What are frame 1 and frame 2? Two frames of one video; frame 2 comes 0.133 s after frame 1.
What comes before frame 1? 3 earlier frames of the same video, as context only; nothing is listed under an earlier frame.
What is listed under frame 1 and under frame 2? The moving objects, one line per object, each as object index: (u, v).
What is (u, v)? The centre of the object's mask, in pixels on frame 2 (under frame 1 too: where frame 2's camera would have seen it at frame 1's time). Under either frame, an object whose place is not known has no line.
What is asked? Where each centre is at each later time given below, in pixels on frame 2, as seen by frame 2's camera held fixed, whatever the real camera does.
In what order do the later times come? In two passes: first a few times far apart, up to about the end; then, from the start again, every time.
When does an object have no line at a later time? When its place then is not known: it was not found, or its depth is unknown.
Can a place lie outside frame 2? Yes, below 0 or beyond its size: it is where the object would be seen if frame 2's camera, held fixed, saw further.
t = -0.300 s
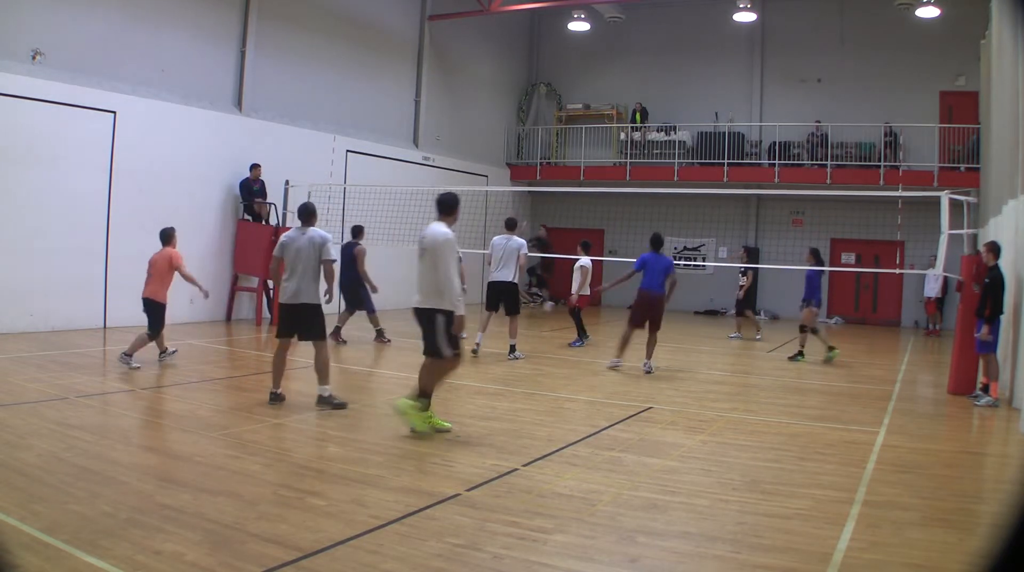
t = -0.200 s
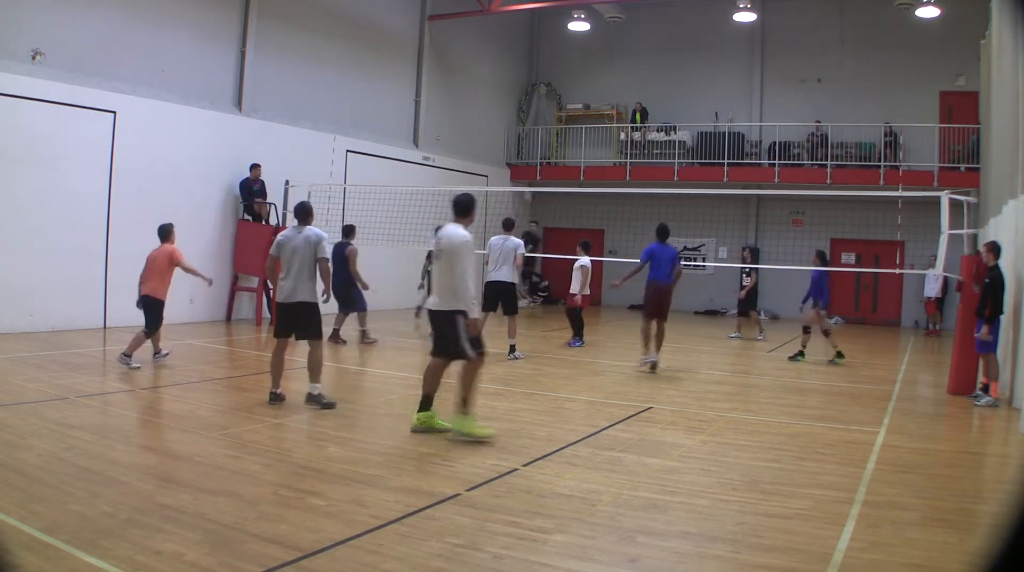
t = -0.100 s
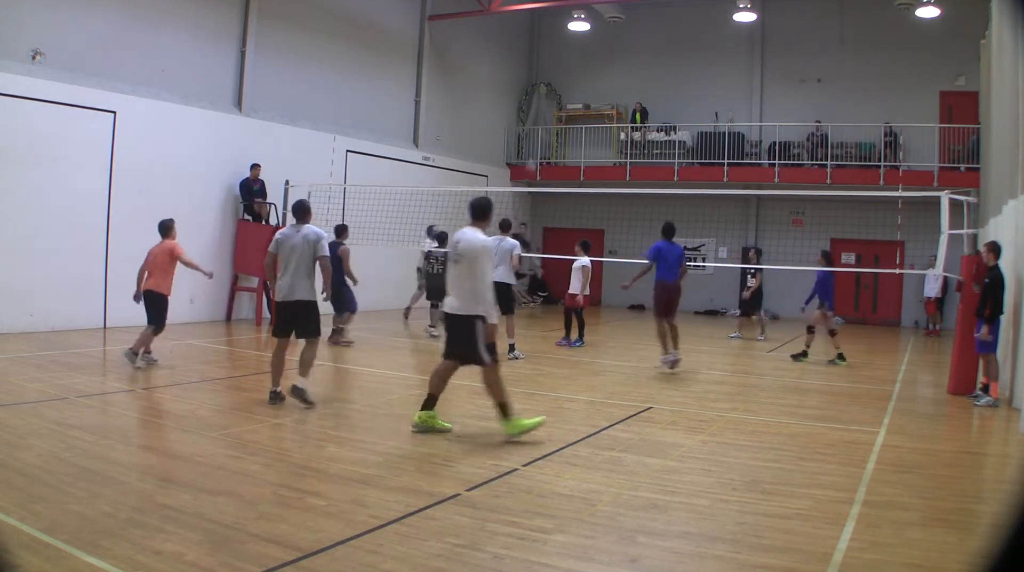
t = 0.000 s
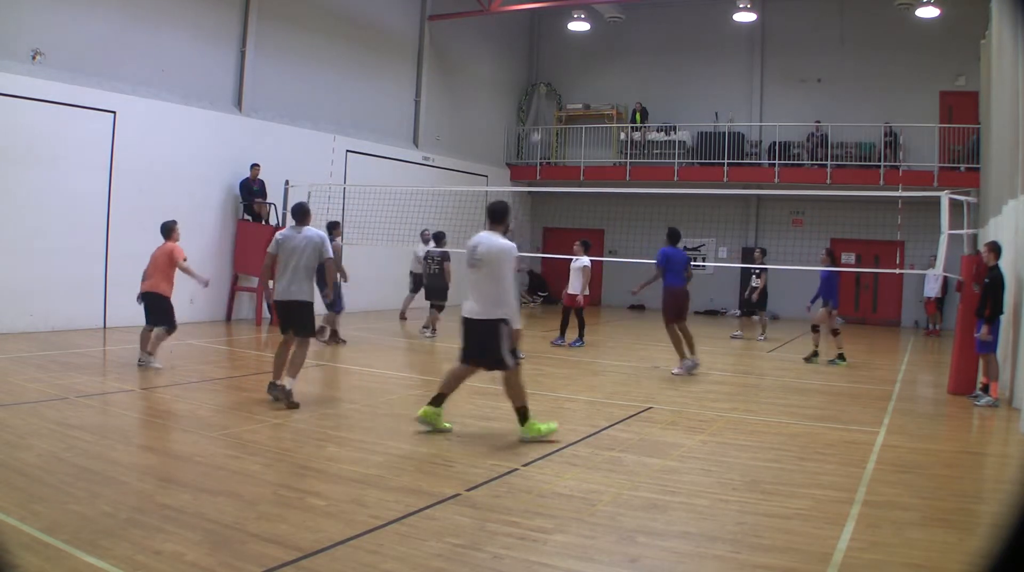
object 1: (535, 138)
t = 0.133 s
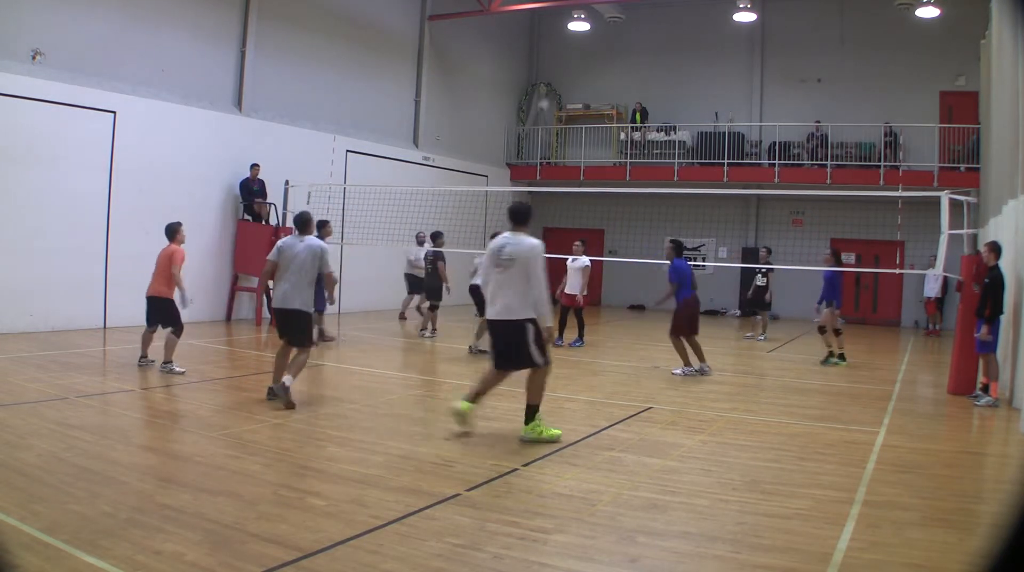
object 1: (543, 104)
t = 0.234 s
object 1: (549, 85)
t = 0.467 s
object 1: (564, 55)
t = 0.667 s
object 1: (580, 55)
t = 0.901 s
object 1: (605, 107)
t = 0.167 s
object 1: (544, 94)
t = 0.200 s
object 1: (547, 90)
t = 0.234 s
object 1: (549, 85)
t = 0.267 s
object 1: (551, 79)
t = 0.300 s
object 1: (553, 72)
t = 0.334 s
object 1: (556, 68)
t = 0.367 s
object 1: (558, 63)
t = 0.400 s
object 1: (560, 60)
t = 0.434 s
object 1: (562, 57)
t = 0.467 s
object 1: (564, 55)
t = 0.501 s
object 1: (566, 54)
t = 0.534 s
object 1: (568, 52)
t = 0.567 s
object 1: (571, 50)
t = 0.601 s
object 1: (573, 52)
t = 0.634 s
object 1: (576, 53)
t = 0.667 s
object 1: (580, 55)
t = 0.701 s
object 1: (583, 58)
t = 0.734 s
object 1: (586, 63)
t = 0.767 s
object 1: (590, 69)
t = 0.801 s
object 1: (594, 75)
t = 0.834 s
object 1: (597, 83)
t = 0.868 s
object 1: (601, 93)
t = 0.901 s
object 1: (605, 107)
